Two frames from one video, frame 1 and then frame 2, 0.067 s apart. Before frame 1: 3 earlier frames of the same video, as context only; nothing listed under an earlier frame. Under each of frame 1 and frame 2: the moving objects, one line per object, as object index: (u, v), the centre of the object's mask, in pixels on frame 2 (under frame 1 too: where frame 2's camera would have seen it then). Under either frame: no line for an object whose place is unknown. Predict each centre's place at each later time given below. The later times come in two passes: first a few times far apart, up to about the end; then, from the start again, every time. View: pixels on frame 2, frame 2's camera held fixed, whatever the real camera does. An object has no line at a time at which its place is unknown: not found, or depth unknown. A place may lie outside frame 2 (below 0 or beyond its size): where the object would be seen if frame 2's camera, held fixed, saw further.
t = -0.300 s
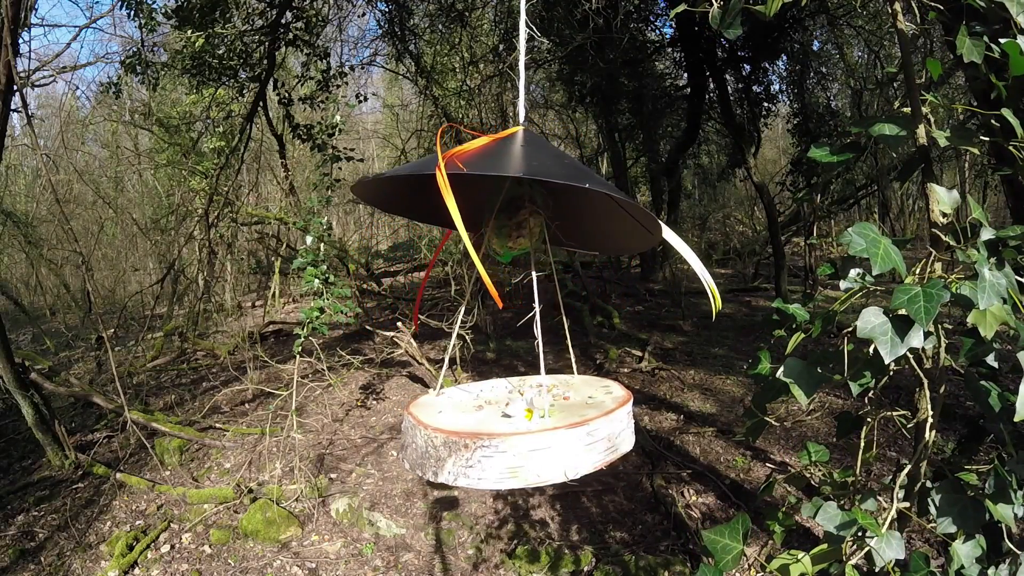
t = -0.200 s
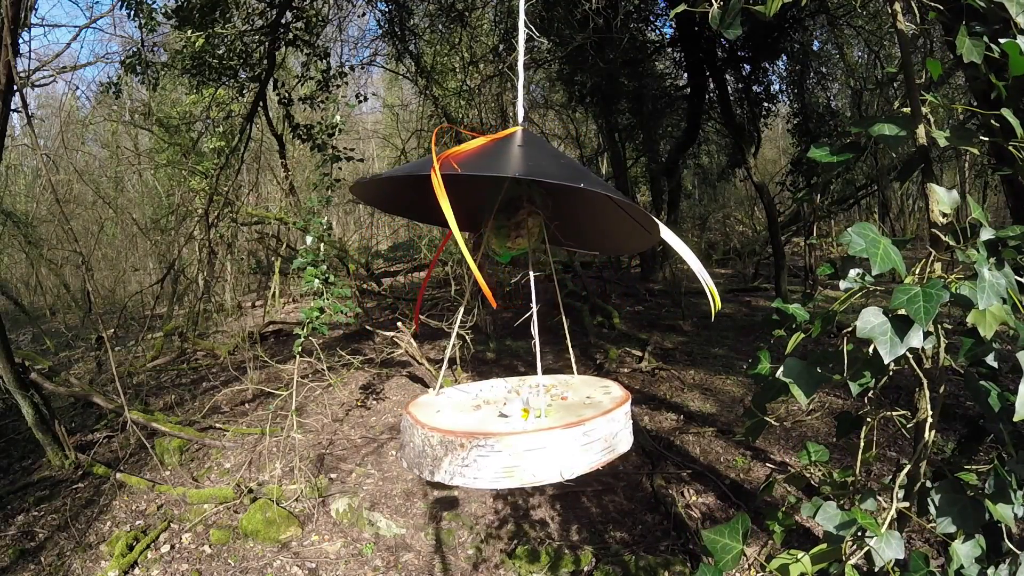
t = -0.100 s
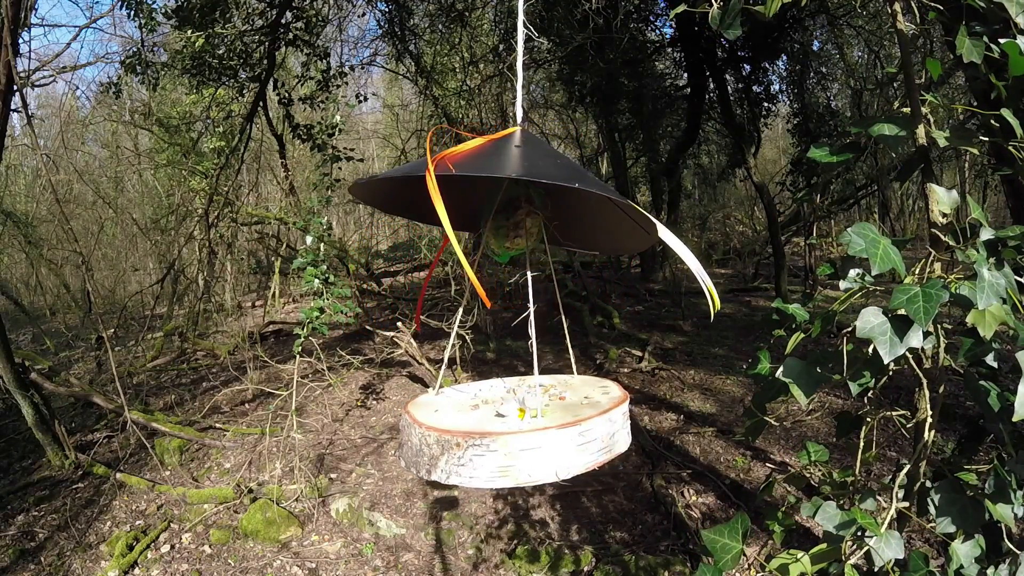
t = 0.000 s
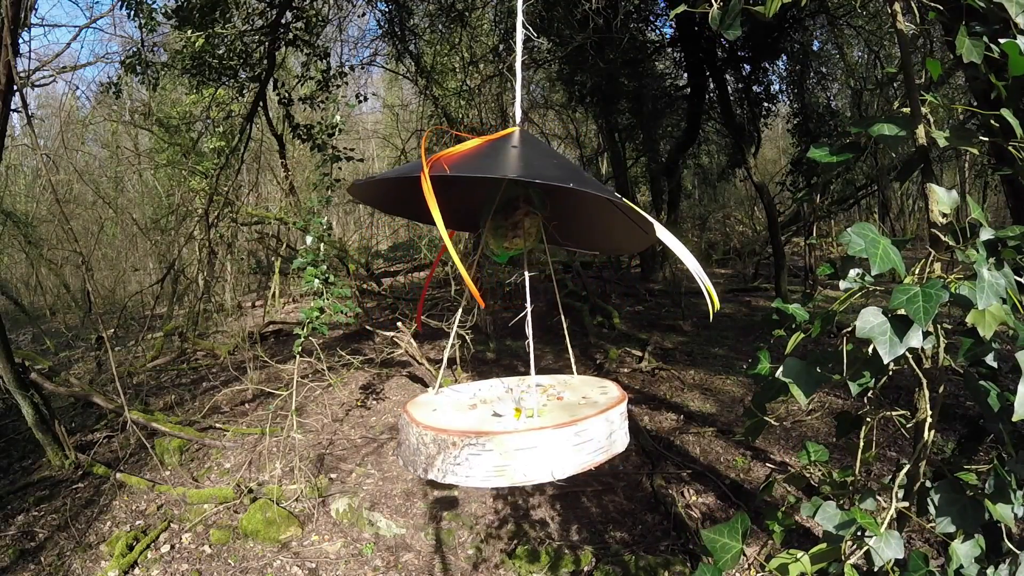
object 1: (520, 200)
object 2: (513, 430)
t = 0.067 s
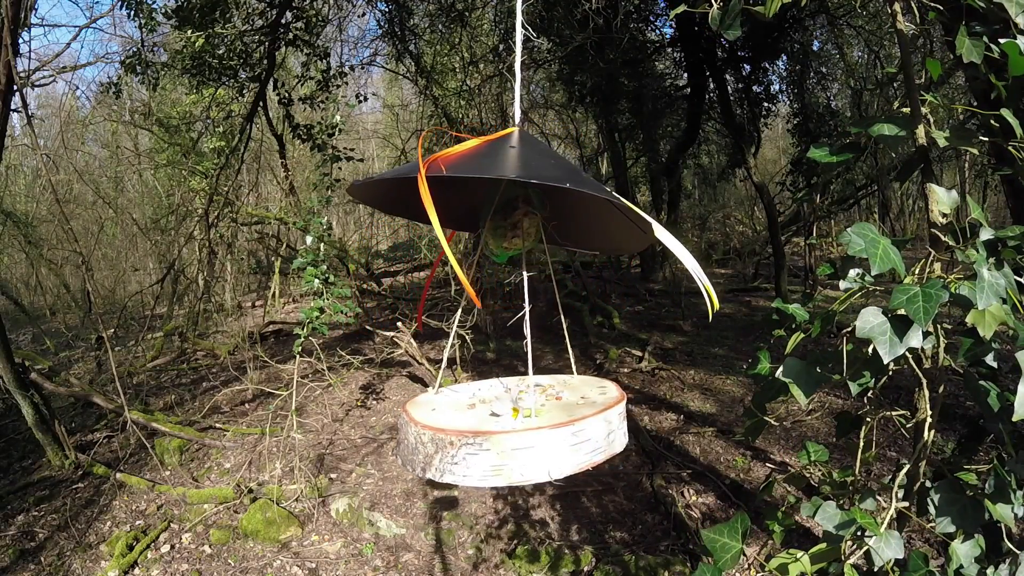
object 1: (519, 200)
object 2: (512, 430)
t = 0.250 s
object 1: (517, 201)
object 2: (510, 429)
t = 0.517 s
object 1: (516, 201)
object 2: (509, 428)
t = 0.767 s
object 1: (516, 201)
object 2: (509, 428)
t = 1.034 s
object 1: (518, 202)
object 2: (511, 428)
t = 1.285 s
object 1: (521, 200)
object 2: (514, 428)
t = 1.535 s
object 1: (524, 201)
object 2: (518, 429)
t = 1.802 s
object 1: (525, 201)
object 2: (520, 429)
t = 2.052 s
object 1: (526, 200)
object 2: (520, 430)
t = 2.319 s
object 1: (525, 200)
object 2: (519, 430)
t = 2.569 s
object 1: (522, 201)
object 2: (517, 430)
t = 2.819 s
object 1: (519, 201)
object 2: (513, 429)
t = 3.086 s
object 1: (514, 202)
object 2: (511, 428)
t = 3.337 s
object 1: (510, 204)
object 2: (508, 428)
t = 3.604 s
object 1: (508, 204)
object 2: (508, 427)
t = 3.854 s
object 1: (508, 204)
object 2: (510, 426)
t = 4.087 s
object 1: (512, 204)
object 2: (513, 426)
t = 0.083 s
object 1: (517, 201)
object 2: (512, 430)
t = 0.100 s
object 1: (518, 200)
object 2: (512, 430)
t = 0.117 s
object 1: (518, 200)
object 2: (512, 430)
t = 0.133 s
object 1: (518, 200)
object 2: (512, 430)
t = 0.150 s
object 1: (518, 200)
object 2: (512, 430)
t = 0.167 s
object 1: (518, 200)
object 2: (511, 430)
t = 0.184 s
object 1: (518, 201)
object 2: (511, 429)
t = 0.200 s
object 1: (517, 200)
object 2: (511, 429)
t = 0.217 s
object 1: (517, 200)
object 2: (511, 429)
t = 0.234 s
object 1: (517, 201)
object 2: (511, 429)
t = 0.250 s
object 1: (517, 201)
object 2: (510, 429)
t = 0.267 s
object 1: (517, 201)
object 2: (510, 429)
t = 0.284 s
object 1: (517, 201)
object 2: (510, 429)
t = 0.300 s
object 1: (517, 201)
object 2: (510, 429)
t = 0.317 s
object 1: (517, 201)
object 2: (510, 429)
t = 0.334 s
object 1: (517, 201)
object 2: (510, 429)
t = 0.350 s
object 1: (516, 201)
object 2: (510, 429)
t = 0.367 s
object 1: (516, 201)
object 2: (510, 429)
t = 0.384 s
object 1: (516, 201)
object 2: (510, 429)
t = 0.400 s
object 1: (516, 201)
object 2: (509, 429)
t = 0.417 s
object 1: (516, 201)
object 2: (509, 429)
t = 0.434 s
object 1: (516, 201)
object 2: (509, 429)
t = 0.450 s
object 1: (516, 201)
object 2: (509, 429)
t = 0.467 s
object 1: (516, 201)
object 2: (509, 428)
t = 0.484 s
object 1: (516, 201)
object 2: (509, 428)
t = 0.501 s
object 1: (516, 201)
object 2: (509, 428)
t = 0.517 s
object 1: (516, 201)
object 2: (509, 428)
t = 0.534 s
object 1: (516, 201)
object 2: (509, 428)
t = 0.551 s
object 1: (516, 201)
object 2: (509, 428)
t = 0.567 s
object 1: (516, 201)
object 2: (509, 428)
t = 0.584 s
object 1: (516, 201)
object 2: (509, 428)
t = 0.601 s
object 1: (516, 201)
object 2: (509, 428)
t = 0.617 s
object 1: (516, 201)
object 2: (509, 428)
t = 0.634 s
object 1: (516, 201)
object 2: (509, 428)
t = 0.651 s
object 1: (516, 201)
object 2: (509, 428)
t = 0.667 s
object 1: (516, 201)
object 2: (509, 428)
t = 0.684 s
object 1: (516, 201)
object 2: (509, 428)
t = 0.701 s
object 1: (516, 201)
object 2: (509, 428)
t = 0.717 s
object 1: (516, 201)
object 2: (509, 428)
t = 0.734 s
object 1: (516, 201)
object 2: (509, 428)
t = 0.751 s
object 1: (516, 201)
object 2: (509, 428)
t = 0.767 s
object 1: (516, 201)
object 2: (509, 428)
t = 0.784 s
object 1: (516, 201)
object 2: (509, 428)
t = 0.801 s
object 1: (516, 201)
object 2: (509, 428)
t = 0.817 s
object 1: (516, 201)
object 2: (509, 428)
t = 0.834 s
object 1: (516, 202)
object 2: (509, 428)
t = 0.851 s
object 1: (516, 202)
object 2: (509, 428)
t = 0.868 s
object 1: (517, 202)
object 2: (510, 428)
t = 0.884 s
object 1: (517, 201)
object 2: (510, 428)
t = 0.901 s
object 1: (517, 201)
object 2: (510, 428)
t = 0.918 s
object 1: (517, 202)
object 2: (510, 428)
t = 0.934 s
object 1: (517, 202)
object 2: (510, 428)
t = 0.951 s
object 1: (518, 202)
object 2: (510, 428)
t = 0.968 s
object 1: (518, 202)
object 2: (510, 428)
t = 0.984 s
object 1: (518, 202)
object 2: (511, 428)
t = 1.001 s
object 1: (518, 202)
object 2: (511, 428)
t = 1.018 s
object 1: (518, 202)
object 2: (511, 428)
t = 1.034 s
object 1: (518, 202)
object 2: (511, 428)
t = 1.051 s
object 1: (518, 201)
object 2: (511, 428)
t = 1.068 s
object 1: (518, 201)
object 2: (511, 428)
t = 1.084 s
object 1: (519, 201)
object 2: (512, 428)
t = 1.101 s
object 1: (519, 201)
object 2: (512, 428)
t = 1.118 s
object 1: (519, 201)
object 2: (512, 428)
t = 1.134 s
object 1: (519, 201)
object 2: (512, 428)
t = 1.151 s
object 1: (519, 201)
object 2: (513, 428)
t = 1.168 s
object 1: (520, 201)
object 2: (513, 428)
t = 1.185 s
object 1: (520, 201)
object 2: (513, 428)
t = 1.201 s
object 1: (520, 201)
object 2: (513, 428)
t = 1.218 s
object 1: (520, 201)
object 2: (513, 428)
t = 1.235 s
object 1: (520, 200)
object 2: (514, 428)
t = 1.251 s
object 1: (522, 200)
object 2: (514, 428)
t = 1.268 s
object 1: (521, 200)
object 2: (514, 428)
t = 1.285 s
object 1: (521, 200)
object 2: (514, 428)
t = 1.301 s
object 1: (522, 200)
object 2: (515, 428)
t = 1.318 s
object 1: (522, 200)
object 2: (515, 428)
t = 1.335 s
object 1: (522, 200)
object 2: (515, 428)
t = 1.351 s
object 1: (522, 201)
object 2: (515, 428)
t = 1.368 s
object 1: (522, 200)
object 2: (515, 428)
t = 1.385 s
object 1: (522, 200)
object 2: (516, 428)
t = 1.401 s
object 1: (523, 200)
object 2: (516, 428)
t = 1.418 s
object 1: (523, 201)
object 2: (516, 428)
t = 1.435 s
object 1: (523, 201)
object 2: (516, 428)
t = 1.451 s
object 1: (523, 201)
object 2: (516, 428)
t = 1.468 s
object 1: (523, 201)
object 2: (516, 428)
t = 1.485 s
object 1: (523, 201)
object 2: (517, 428)
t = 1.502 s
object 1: (523, 201)
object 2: (517, 428)
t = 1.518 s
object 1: (524, 201)
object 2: (517, 429)
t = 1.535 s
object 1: (524, 201)
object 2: (518, 429)
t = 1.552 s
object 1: (524, 201)
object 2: (518, 429)
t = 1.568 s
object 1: (524, 201)
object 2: (518, 429)
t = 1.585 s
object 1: (524, 201)
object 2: (518, 429)
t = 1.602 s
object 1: (524, 201)
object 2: (518, 429)
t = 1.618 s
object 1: (524, 201)
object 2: (518, 429)
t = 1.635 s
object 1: (524, 201)
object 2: (519, 429)
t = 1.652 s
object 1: (525, 201)
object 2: (519, 429)
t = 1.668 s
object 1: (525, 201)
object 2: (519, 429)
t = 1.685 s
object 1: (525, 201)
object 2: (519, 429)
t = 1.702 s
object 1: (525, 201)
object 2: (519, 429)
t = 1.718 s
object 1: (525, 201)
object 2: (519, 429)
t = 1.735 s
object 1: (525, 201)
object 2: (520, 429)
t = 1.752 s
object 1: (525, 201)
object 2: (520, 429)
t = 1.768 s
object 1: (525, 201)
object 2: (520, 429)
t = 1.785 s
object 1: (526, 201)
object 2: (520, 429)
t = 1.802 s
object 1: (525, 201)
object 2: (520, 429)
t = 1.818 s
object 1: (525, 201)
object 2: (520, 429)
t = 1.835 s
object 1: (526, 201)
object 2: (520, 429)
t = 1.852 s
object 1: (525, 201)
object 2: (520, 429)
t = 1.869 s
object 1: (525, 200)
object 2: (520, 429)
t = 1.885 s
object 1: (525, 200)
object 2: (520, 430)
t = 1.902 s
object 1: (525, 200)
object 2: (520, 430)
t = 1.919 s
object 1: (526, 200)
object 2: (520, 430)
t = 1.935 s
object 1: (526, 200)
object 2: (520, 430)
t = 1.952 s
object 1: (526, 200)
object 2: (520, 430)
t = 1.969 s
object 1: (526, 200)
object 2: (520, 430)
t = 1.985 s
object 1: (526, 200)
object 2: (520, 430)
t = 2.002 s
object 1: (526, 200)
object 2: (520, 430)
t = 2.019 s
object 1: (526, 200)
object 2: (520, 430)
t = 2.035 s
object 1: (526, 200)
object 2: (520, 430)
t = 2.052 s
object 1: (526, 200)
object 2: (520, 430)
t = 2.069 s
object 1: (526, 200)
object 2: (520, 430)
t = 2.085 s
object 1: (526, 200)
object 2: (520, 430)
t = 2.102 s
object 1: (526, 200)
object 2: (520, 430)
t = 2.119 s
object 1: (526, 200)
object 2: (520, 430)
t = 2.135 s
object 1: (526, 200)
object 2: (520, 430)
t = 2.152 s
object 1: (526, 200)
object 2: (520, 430)
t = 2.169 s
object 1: (526, 200)
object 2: (520, 430)
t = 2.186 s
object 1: (526, 200)
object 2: (520, 430)
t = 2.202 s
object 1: (526, 200)
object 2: (520, 430)
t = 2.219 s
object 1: (526, 200)
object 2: (520, 430)
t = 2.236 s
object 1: (525, 200)
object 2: (520, 430)
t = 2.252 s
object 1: (525, 200)
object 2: (520, 430)
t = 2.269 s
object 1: (525, 200)
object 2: (520, 430)
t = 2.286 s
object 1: (525, 200)
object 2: (520, 430)
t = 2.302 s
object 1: (525, 200)
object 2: (520, 430)
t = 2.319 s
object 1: (525, 200)
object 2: (519, 430)
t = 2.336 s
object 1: (525, 201)
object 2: (519, 430)
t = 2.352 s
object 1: (525, 201)
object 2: (519, 430)
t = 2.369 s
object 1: (525, 200)
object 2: (519, 430)
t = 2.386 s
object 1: (524, 201)
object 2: (519, 430)
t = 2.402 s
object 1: (524, 201)
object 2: (519, 430)
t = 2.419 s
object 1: (524, 200)
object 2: (519, 430)
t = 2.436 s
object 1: (524, 200)
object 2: (519, 430)
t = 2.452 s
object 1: (523, 201)
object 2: (518, 430)
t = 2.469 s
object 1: (523, 201)
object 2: (518, 430)
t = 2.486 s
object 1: (523, 201)
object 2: (518, 430)
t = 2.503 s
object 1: (523, 201)
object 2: (518, 430)
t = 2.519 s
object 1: (523, 201)
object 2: (517, 430)
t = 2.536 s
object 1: (522, 201)
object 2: (517, 430)
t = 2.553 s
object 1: (522, 201)
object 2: (517, 430)
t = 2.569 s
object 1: (522, 201)
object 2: (517, 430)
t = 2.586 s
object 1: (522, 201)
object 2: (516, 430)
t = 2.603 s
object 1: (522, 201)
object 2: (516, 430)
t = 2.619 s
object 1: (521, 201)
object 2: (516, 430)
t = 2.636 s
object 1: (521, 201)
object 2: (516, 430)
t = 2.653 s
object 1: (521, 201)
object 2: (516, 429)
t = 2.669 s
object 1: (521, 201)
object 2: (516, 429)
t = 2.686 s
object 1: (521, 201)
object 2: (515, 429)
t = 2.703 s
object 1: (521, 201)
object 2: (515, 429)
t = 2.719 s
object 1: (521, 201)
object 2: (515, 429)
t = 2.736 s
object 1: (520, 201)
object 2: (515, 429)
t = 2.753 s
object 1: (520, 201)
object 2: (514, 429)
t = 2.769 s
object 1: (520, 201)
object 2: (514, 429)
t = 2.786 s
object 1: (519, 201)
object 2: (514, 429)
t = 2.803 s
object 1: (519, 201)
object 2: (514, 429)
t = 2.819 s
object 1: (519, 201)
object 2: (513, 429)
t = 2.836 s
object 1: (518, 201)
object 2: (513, 429)
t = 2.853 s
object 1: (518, 202)
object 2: (513, 429)
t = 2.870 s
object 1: (518, 202)
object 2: (513, 429)
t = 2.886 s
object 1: (517, 202)
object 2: (513, 429)
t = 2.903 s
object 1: (517, 202)
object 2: (513, 429)
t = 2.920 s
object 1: (516, 202)
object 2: (512, 429)
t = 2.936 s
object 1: (516, 202)
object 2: (512, 429)
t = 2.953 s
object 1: (516, 202)
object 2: (512, 428)
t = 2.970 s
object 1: (516, 202)
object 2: (512, 428)
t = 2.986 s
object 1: (516, 202)
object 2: (512, 428)
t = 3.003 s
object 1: (515, 202)
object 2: (512, 428)
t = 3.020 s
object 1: (515, 202)
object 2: (511, 428)
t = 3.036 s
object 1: (514, 202)
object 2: (511, 428)
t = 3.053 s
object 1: (514, 202)
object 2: (511, 428)
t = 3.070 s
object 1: (514, 202)
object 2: (511, 428)
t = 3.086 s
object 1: (514, 202)
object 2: (511, 428)
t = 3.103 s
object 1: (513, 203)
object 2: (511, 428)
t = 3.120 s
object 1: (513, 203)
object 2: (510, 428)
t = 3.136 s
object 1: (513, 203)
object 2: (510, 428)
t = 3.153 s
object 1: (513, 203)
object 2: (510, 428)
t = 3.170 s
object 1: (513, 203)
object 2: (510, 428)
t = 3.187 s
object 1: (512, 203)
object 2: (510, 428)
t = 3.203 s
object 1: (512, 203)
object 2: (510, 428)
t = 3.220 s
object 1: (512, 203)
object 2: (510, 428)
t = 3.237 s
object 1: (512, 203)
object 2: (510, 428)
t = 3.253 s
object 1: (511, 203)
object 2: (509, 428)
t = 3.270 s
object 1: (515, 202)
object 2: (509, 428)
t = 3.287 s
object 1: (511, 203)
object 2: (509, 428)
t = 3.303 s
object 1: (511, 203)
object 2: (509, 428)
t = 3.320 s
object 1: (511, 203)
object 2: (509, 427)
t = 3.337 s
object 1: (510, 204)
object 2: (508, 428)
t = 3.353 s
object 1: (510, 204)
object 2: (508, 428)
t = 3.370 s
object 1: (509, 204)
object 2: (508, 427)
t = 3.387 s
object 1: (510, 204)
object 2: (508, 427)
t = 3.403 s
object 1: (510, 204)
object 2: (509, 427)
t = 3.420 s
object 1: (509, 204)
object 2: (508, 427)
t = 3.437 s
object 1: (509, 204)
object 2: (509, 427)
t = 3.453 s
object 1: (509, 204)
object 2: (508, 427)
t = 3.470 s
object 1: (509, 204)
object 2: (508, 427)
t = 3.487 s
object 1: (509, 204)
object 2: (508, 427)
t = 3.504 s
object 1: (509, 204)
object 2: (508, 427)
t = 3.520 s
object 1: (509, 204)
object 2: (508, 427)
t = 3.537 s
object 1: (508, 204)
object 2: (508, 427)
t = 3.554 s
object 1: (508, 204)
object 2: (508, 427)
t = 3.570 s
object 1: (508, 204)
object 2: (508, 427)
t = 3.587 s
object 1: (508, 204)
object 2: (508, 427)
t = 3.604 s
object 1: (508, 204)
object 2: (508, 427)
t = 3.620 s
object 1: (508, 204)
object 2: (509, 427)
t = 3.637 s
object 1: (507, 204)
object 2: (508, 427)
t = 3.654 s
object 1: (507, 204)
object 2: (509, 427)
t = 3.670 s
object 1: (510, 202)
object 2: (509, 426)
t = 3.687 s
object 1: (510, 203)
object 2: (509, 426)
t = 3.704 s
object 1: (511, 203)
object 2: (509, 426)
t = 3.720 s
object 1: (510, 203)
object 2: (509, 426)
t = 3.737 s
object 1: (510, 202)
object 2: (509, 426)
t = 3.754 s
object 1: (510, 203)
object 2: (509, 426)
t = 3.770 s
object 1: (510, 203)
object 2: (509, 426)
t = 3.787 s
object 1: (510, 203)
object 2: (510, 426)
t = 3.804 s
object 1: (510, 203)
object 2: (510, 426)
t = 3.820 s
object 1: (511, 203)
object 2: (510, 426)
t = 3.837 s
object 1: (511, 203)
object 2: (510, 426)
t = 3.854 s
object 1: (508, 204)
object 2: (510, 426)
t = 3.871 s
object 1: (508, 204)
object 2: (510, 426)
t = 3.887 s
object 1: (508, 204)
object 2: (511, 426)
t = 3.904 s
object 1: (511, 203)
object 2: (511, 426)
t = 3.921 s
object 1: (511, 203)
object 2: (511, 426)
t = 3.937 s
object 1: (511, 203)
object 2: (511, 426)
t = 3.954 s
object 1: (511, 203)
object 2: (511, 426)
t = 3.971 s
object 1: (511, 203)
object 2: (512, 426)
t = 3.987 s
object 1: (511, 203)
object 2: (512, 426)
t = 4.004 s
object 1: (511, 203)
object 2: (512, 426)
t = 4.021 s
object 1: (511, 203)
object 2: (512, 426)
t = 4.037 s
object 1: (512, 204)
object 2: (512, 426)
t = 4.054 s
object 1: (512, 204)
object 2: (512, 426)
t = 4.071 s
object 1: (512, 204)
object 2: (513, 426)
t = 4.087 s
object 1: (512, 204)
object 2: (513, 426)
